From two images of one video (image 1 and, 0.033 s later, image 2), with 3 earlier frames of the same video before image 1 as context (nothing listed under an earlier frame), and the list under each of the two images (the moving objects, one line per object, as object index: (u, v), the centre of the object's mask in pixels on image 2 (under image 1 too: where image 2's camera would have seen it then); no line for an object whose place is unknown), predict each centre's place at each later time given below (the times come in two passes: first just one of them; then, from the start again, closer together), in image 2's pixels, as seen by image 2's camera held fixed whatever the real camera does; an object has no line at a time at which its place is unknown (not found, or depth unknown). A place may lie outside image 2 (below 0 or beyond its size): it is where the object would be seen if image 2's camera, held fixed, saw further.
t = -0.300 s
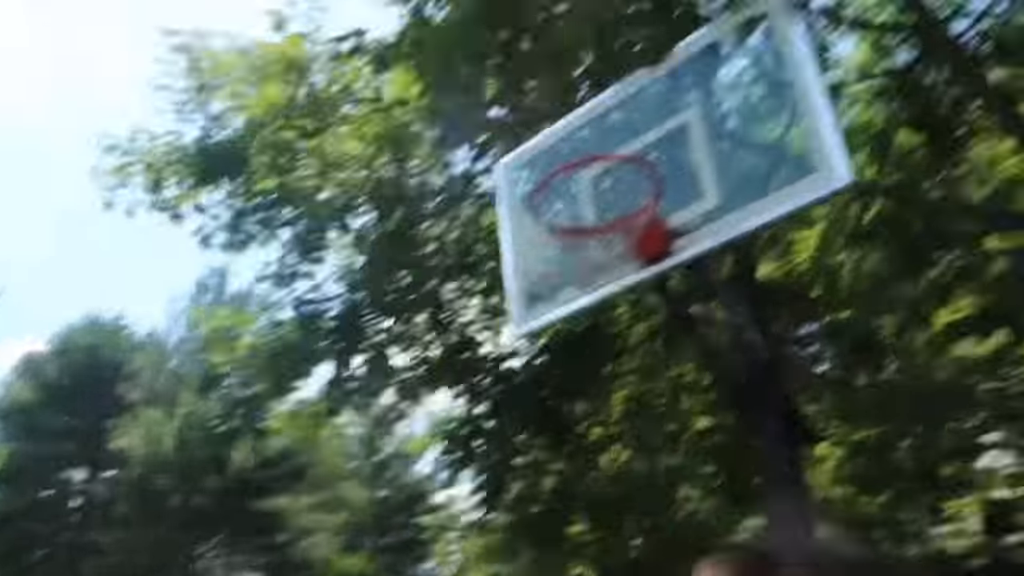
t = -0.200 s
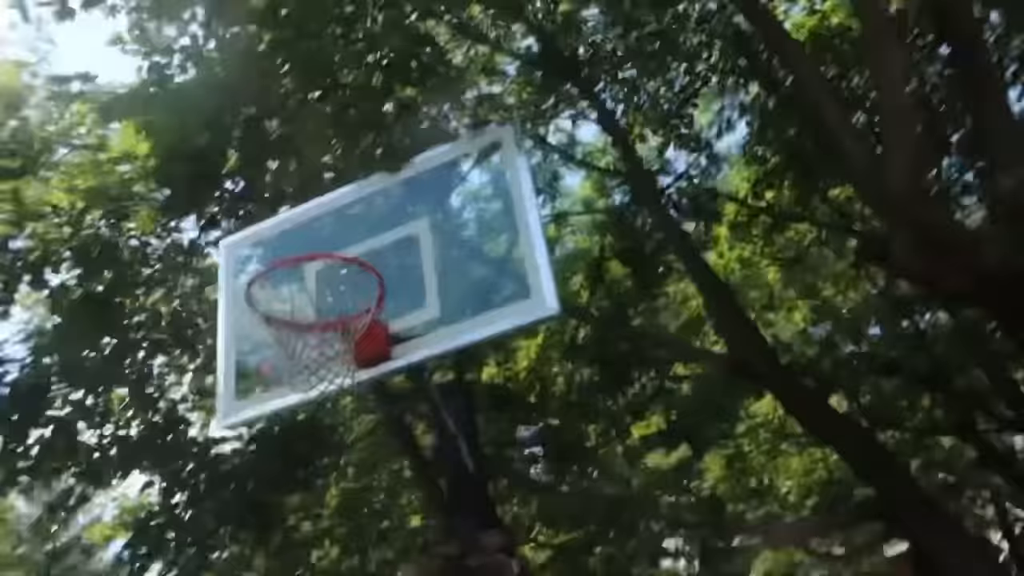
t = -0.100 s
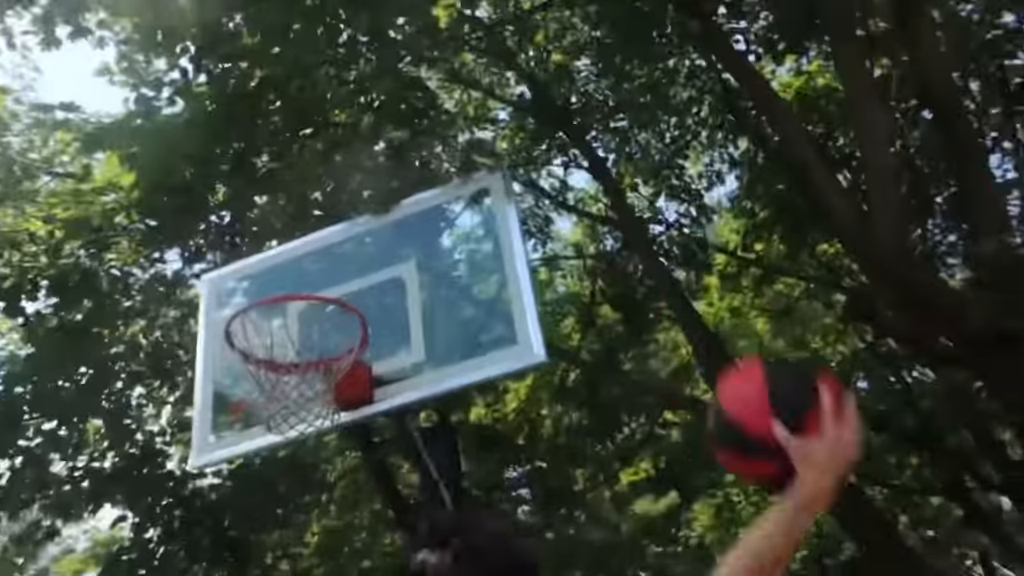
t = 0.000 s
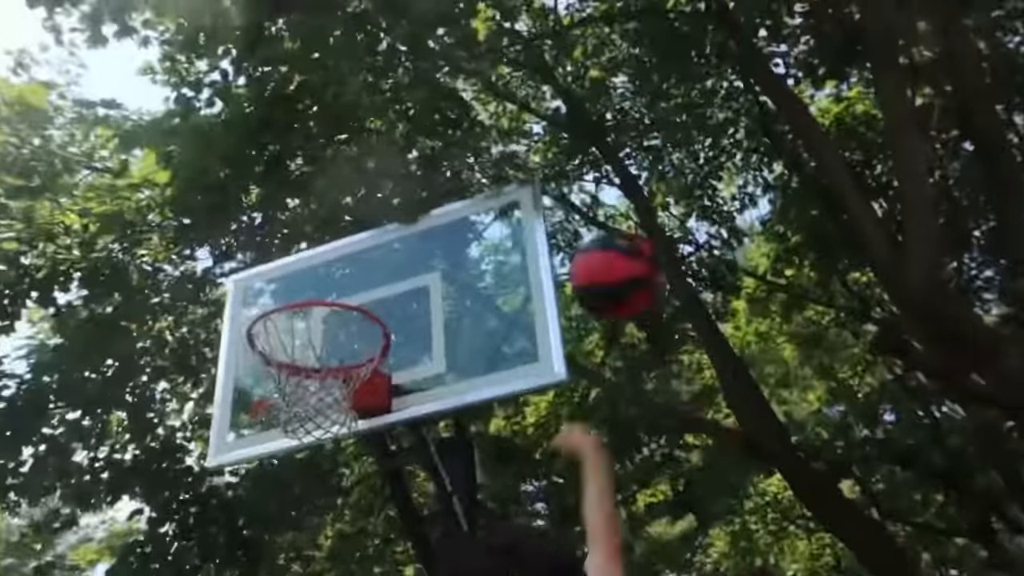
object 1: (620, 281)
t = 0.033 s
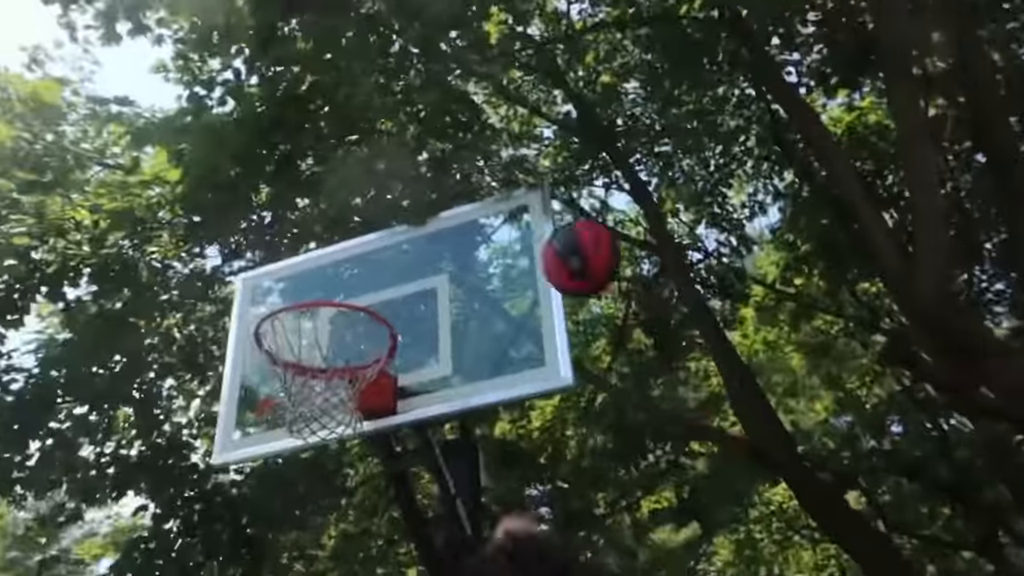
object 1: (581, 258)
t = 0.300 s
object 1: (300, 82)
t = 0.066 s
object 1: (554, 244)
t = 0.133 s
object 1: (495, 214)
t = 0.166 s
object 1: (458, 187)
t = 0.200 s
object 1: (421, 160)
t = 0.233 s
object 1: (380, 133)
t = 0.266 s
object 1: (341, 105)
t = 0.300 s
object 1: (300, 82)
